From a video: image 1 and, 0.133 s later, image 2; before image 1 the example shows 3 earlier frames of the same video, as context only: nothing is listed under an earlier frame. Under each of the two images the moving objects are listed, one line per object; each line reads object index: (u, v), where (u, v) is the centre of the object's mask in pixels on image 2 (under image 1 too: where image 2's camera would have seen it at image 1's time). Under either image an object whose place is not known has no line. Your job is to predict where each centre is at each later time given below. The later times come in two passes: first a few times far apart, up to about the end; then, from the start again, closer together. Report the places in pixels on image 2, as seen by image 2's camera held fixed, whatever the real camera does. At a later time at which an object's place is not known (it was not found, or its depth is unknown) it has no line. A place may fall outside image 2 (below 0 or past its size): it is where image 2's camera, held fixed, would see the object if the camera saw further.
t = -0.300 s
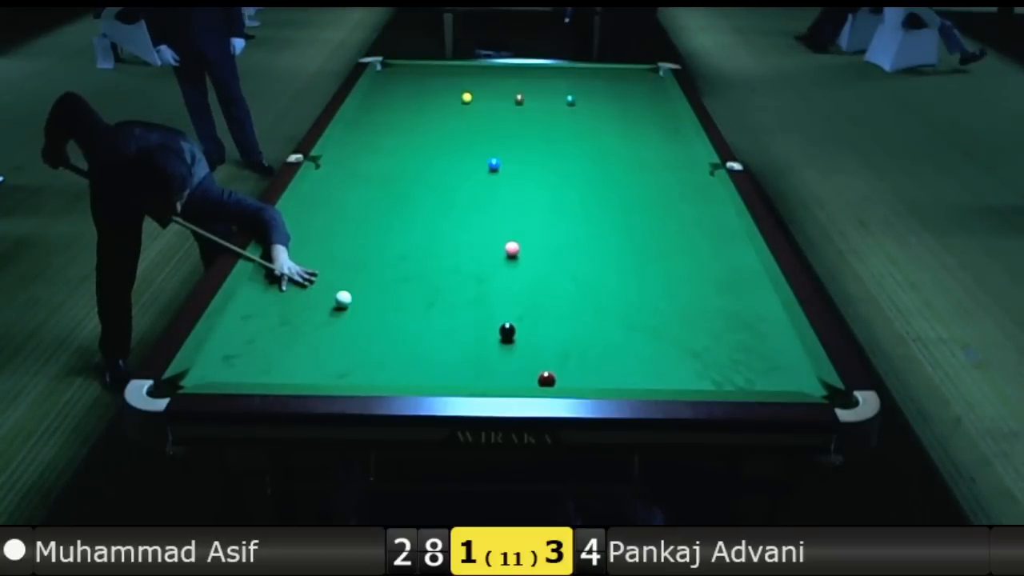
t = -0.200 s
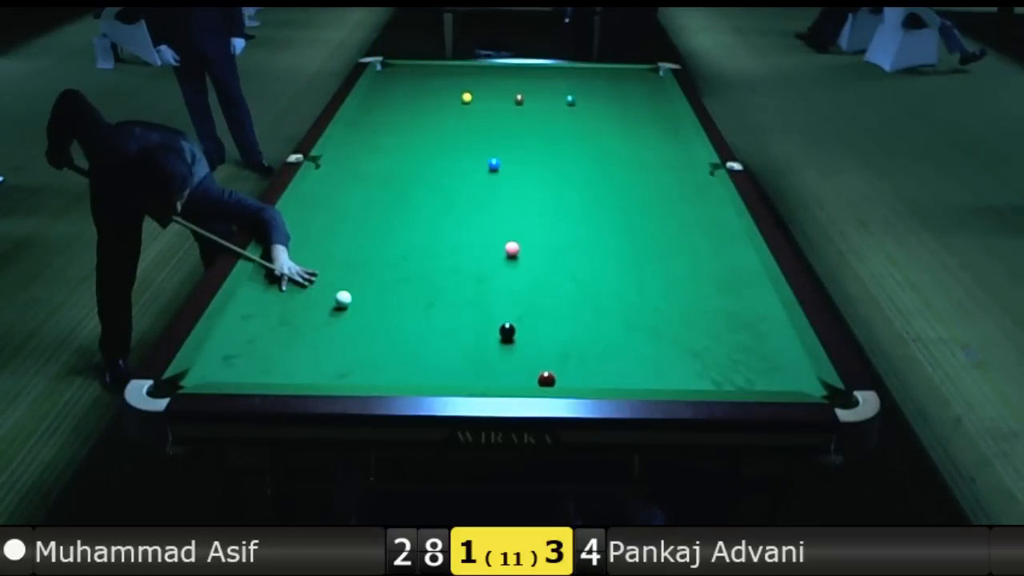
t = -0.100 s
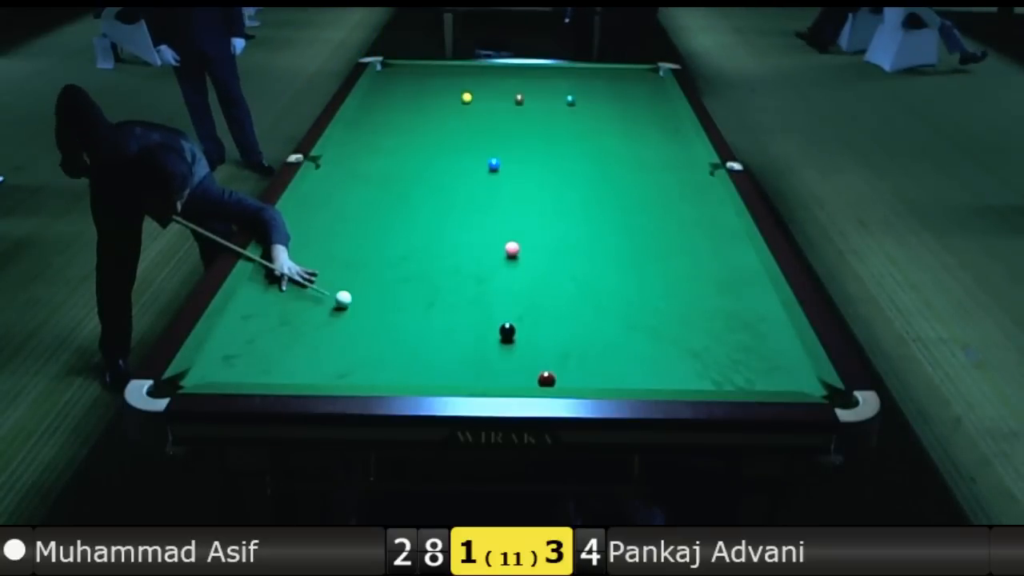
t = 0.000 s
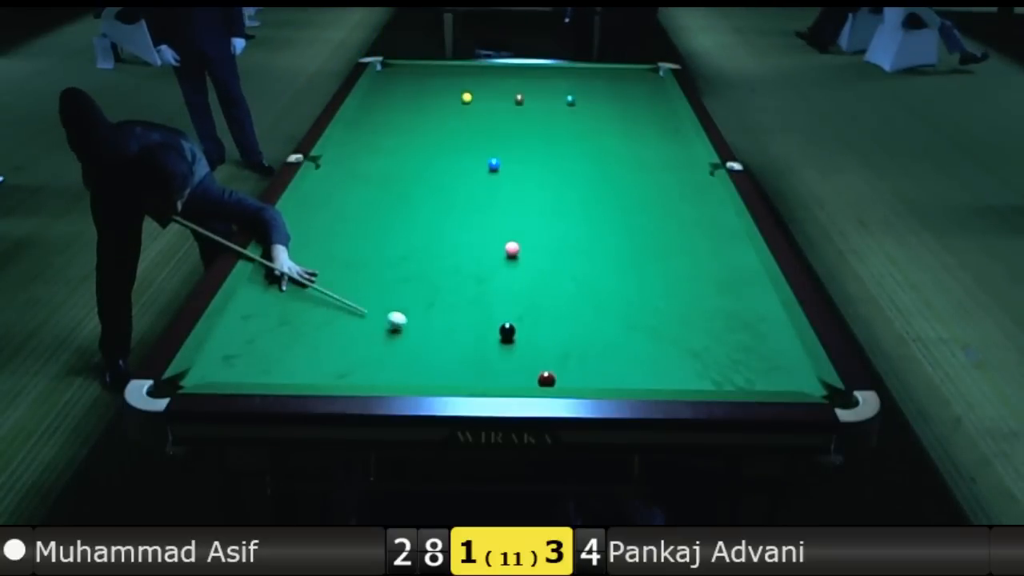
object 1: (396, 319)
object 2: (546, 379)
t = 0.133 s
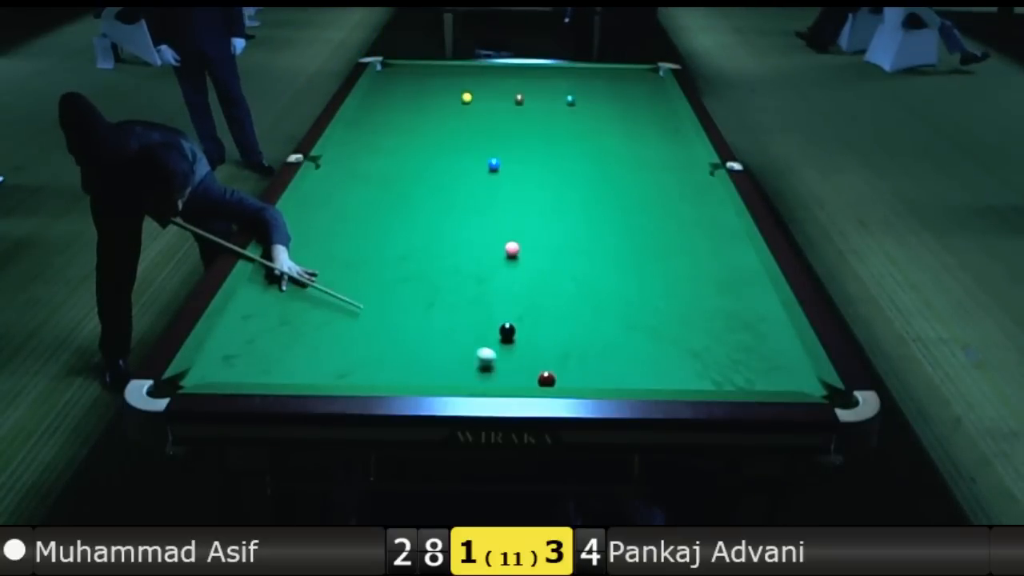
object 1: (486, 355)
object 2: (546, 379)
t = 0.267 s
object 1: (530, 374)
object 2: (580, 378)
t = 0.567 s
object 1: (531, 380)
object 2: (671, 341)
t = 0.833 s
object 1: (531, 378)
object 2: (734, 313)
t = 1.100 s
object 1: (531, 377)
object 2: (744, 288)
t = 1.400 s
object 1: (530, 377)
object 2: (688, 264)
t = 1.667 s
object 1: (530, 378)
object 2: (644, 244)
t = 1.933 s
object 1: (530, 378)
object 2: (605, 227)
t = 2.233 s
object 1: (530, 378)
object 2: (566, 210)
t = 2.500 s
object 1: (530, 378)
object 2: (534, 196)
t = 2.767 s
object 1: (530, 378)
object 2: (506, 184)
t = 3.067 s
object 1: (530, 378)
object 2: (477, 172)
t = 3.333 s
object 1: (530, 378)
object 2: (454, 161)
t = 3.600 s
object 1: (530, 377)
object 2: (433, 153)
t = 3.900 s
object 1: (530, 378)
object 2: (411, 143)
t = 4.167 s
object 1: (530, 378)
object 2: (394, 135)
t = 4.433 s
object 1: (530, 377)
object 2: (377, 129)
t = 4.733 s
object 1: (530, 377)
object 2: (361, 122)
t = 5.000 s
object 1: (530, 378)
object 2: (354, 116)
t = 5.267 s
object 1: (530, 378)
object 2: (365, 113)
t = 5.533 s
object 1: (530, 378)
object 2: (375, 110)
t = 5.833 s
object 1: (530, 377)
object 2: (385, 107)
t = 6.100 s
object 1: (530, 378)
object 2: (393, 104)
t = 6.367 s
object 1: (530, 378)
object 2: (401, 102)
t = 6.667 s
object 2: (409, 100)
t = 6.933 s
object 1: (530, 377)
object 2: (414, 98)
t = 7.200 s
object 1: (530, 377)
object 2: (419, 97)
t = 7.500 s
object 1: (530, 378)
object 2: (423, 95)
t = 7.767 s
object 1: (530, 378)
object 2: (427, 95)
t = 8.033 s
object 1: (530, 378)
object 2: (429, 94)
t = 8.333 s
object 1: (530, 378)
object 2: (431, 94)
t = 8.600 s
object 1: (530, 378)
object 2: (432, 94)
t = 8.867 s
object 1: (530, 378)
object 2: (432, 93)
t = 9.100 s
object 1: (530, 378)
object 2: (432, 93)
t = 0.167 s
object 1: (508, 365)
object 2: (546, 379)
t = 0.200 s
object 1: (529, 374)
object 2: (547, 379)
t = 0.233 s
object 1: (530, 374)
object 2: (566, 381)
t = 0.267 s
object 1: (530, 374)
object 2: (580, 378)
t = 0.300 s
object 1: (530, 375)
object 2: (593, 375)
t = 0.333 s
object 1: (530, 375)
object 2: (605, 370)
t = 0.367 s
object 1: (530, 376)
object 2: (615, 365)
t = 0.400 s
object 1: (530, 377)
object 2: (625, 360)
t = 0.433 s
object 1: (530, 378)
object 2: (635, 357)
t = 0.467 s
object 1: (530, 378)
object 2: (644, 353)
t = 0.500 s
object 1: (530, 379)
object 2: (653, 349)
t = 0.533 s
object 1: (530, 379)
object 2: (662, 345)
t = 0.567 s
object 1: (531, 380)
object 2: (671, 341)
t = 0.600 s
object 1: (531, 380)
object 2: (679, 338)
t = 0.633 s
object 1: (531, 380)
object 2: (687, 334)
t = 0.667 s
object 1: (531, 380)
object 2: (695, 330)
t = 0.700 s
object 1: (531, 379)
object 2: (704, 326)
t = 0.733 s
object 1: (531, 379)
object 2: (711, 323)
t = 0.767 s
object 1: (531, 379)
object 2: (719, 320)
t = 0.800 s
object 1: (531, 379)
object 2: (727, 316)
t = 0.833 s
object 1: (531, 378)
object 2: (734, 313)
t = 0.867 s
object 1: (531, 378)
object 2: (742, 310)
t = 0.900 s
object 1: (531, 378)
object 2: (749, 307)
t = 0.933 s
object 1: (531, 378)
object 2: (756, 304)
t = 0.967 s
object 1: (531, 378)
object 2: (763, 301)
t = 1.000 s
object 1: (531, 378)
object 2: (768, 297)
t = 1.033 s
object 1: (531, 378)
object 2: (759, 294)
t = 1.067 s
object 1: (531, 378)
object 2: (751, 291)
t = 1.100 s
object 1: (531, 377)
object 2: (744, 288)
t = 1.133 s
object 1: (530, 378)
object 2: (737, 285)
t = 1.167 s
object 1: (530, 377)
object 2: (731, 282)
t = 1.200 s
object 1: (530, 377)
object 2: (724, 280)
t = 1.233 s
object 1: (530, 377)
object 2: (718, 277)
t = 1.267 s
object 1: (530, 377)
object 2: (712, 274)
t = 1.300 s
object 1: (530, 377)
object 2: (706, 271)
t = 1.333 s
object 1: (530, 377)
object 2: (700, 269)
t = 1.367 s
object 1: (530, 377)
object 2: (694, 266)
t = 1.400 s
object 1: (530, 377)
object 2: (688, 264)
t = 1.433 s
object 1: (530, 377)
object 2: (682, 261)
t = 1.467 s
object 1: (530, 377)
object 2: (677, 258)
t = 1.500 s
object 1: (530, 377)
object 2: (671, 256)
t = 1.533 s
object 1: (530, 377)
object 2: (666, 254)
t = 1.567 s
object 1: (530, 377)
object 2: (660, 251)
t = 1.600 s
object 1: (530, 377)
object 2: (655, 249)
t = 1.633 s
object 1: (530, 377)
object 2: (649, 246)
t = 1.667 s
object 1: (530, 378)
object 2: (644, 244)
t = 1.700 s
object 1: (530, 378)
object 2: (639, 242)
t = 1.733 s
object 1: (530, 378)
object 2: (634, 239)
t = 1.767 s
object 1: (530, 378)
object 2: (629, 237)
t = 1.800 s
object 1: (530, 378)
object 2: (624, 235)
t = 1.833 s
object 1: (530, 378)
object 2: (619, 233)
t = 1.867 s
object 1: (530, 377)
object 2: (614, 231)
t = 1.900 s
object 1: (530, 378)
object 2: (610, 229)
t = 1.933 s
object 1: (530, 378)
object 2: (605, 227)
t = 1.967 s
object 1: (530, 377)
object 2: (601, 225)
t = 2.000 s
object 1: (530, 378)
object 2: (596, 223)
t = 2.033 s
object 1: (530, 378)
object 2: (591, 221)
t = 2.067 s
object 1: (530, 378)
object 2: (587, 219)
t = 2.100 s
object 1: (530, 378)
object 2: (583, 217)
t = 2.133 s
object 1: (530, 378)
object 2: (578, 215)
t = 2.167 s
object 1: (530, 378)
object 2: (574, 214)
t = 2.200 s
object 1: (530, 378)
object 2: (570, 212)
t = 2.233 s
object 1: (530, 378)
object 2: (566, 210)
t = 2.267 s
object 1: (530, 378)
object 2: (562, 208)
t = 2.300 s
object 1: (530, 378)
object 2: (558, 206)
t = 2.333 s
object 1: (530, 378)
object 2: (554, 204)
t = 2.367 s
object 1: (530, 378)
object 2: (550, 203)
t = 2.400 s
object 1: (530, 378)
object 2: (546, 201)
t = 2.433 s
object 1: (530, 378)
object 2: (542, 200)
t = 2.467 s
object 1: (530, 378)
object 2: (538, 198)
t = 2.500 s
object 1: (530, 378)
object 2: (534, 196)
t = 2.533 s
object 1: (530, 378)
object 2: (531, 195)
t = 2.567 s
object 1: (530, 378)
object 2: (527, 193)
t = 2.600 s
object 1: (530, 378)
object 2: (523, 192)
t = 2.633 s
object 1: (530, 378)
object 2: (520, 190)
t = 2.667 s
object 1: (530, 377)
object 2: (516, 188)
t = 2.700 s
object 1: (530, 378)
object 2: (513, 187)
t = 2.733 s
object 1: (530, 378)
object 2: (509, 186)
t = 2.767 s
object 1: (530, 378)
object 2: (506, 184)
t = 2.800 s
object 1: (530, 378)
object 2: (503, 182)
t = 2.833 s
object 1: (530, 378)
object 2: (499, 181)
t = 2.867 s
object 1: (530, 378)
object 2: (496, 180)
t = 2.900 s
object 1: (530, 378)
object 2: (492, 178)
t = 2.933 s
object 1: (530, 378)
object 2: (490, 177)
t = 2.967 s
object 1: (530, 378)
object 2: (486, 175)
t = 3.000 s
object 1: (530, 378)
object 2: (483, 174)
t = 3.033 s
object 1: (530, 378)
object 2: (480, 173)
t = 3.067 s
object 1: (530, 378)
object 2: (477, 172)
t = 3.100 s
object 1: (530, 378)
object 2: (474, 170)
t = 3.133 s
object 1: (530, 378)
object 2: (471, 169)
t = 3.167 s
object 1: (530, 378)
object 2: (468, 168)
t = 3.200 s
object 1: (530, 378)
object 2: (465, 166)
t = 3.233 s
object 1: (530, 378)
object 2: (462, 165)
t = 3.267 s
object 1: (530, 378)
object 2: (459, 164)
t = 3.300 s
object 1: (530, 377)
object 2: (456, 163)
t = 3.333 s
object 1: (530, 378)
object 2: (454, 161)
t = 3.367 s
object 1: (530, 378)
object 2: (451, 160)
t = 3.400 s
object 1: (530, 378)
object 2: (448, 159)
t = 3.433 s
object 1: (530, 377)
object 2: (446, 158)
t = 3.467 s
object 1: (530, 378)
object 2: (443, 157)
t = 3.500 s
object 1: (530, 378)
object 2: (441, 156)
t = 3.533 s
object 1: (530, 378)
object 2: (438, 155)
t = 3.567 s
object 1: (530, 378)
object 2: (435, 154)
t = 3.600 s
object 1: (530, 377)
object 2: (433, 153)
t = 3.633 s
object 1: (530, 378)
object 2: (430, 151)
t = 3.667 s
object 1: (530, 378)
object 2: (428, 150)
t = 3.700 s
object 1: (530, 378)
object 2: (425, 149)
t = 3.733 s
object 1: (530, 378)
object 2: (423, 148)
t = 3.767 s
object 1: (530, 378)
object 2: (420, 147)
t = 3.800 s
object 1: (530, 378)
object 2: (418, 146)
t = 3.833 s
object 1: (530, 378)
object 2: (416, 145)
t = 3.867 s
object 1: (530, 378)
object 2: (413, 144)
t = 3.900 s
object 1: (530, 378)
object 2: (411, 143)
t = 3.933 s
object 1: (530, 378)
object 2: (409, 142)
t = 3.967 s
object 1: (530, 378)
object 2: (406, 141)
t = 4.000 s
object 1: (530, 378)
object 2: (404, 140)
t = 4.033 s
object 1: (530, 378)
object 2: (402, 139)
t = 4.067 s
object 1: (530, 378)
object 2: (400, 138)
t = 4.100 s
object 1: (530, 377)
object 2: (398, 137)
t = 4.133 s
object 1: (530, 378)
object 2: (396, 136)
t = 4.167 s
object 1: (530, 378)
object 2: (394, 135)
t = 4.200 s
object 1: (530, 377)
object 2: (391, 135)
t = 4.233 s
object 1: (530, 378)
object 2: (389, 134)
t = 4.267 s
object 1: (530, 378)
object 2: (387, 133)
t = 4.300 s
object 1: (530, 377)
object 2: (385, 132)
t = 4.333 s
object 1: (530, 378)
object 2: (384, 131)
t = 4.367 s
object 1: (530, 378)
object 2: (381, 130)
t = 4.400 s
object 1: (530, 378)
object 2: (379, 129)
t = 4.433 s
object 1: (530, 377)
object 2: (377, 129)
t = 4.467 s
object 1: (530, 378)
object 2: (376, 128)
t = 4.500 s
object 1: (530, 378)
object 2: (374, 127)
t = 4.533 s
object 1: (530, 378)
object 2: (372, 126)
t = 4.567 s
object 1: (530, 378)
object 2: (370, 126)
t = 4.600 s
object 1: (530, 378)
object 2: (368, 125)
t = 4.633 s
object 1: (530, 377)
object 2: (366, 124)
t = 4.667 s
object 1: (530, 378)
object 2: (365, 123)
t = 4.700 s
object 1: (530, 378)
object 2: (363, 122)
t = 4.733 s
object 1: (530, 377)
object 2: (361, 122)
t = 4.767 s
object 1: (530, 377)
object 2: (360, 121)
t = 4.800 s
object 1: (530, 378)
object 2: (358, 120)
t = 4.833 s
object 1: (530, 377)
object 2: (356, 119)
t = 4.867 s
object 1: (530, 378)
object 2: (355, 118)
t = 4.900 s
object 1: (530, 378)
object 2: (353, 118)
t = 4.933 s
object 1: (530, 378)
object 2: (352, 117)
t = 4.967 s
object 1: (530, 378)
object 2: (352, 117)
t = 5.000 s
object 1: (530, 378)
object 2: (354, 116)
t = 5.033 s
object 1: (530, 377)
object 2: (355, 116)
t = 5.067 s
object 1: (530, 378)
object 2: (357, 115)
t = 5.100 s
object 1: (530, 378)
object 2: (358, 115)
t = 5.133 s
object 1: (530, 378)
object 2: (359, 115)
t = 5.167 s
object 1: (530, 378)
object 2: (361, 114)
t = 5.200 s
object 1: (530, 378)
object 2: (362, 114)
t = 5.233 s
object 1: (530, 378)
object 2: (364, 113)
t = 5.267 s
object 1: (530, 378)
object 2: (365, 113)
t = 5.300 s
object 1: (530, 377)
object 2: (366, 112)
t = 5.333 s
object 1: (530, 378)
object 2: (367, 112)
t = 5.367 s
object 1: (530, 378)
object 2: (369, 112)
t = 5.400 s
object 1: (530, 378)
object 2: (370, 111)
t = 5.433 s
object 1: (530, 378)
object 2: (371, 111)
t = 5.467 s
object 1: (530, 378)
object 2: (372, 111)
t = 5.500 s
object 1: (530, 378)
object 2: (374, 110)
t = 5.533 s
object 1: (530, 378)
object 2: (375, 110)
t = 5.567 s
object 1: (530, 377)
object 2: (376, 109)
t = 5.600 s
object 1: (530, 377)
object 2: (377, 109)
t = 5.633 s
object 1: (530, 378)
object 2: (379, 109)
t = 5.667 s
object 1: (530, 378)
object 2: (380, 109)
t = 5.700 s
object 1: (530, 378)
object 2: (381, 108)
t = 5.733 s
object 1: (530, 378)
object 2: (382, 108)
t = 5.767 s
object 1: (530, 378)
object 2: (383, 107)
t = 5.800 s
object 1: (530, 377)
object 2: (384, 107)
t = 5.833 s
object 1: (530, 377)
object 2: (385, 107)
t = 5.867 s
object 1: (530, 378)
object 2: (387, 106)
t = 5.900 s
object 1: (530, 377)
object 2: (388, 106)
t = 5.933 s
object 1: (530, 378)
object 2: (389, 105)
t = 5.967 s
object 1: (530, 378)
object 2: (390, 105)
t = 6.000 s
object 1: (530, 378)
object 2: (391, 105)
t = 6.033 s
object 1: (530, 378)
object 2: (392, 105)
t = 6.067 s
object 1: (530, 378)
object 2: (392, 104)
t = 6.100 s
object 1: (530, 378)
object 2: (393, 104)
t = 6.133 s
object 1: (530, 378)
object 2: (395, 104)
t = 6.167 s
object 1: (530, 378)
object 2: (396, 104)
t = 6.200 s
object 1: (530, 377)
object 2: (397, 103)
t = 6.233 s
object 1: (530, 377)
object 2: (397, 103)
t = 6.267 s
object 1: (530, 378)
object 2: (398, 103)
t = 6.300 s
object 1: (530, 377)
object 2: (399, 103)
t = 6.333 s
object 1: (530, 378)
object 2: (400, 103)
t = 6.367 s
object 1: (530, 378)
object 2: (401, 102)
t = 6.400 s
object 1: (530, 378)
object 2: (402, 102)
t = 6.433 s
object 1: (530, 377)
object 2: (403, 102)
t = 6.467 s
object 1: (530, 378)
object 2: (404, 101)
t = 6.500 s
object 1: (530, 378)
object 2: (405, 101)
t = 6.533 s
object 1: (535, 378)
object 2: (405, 101)
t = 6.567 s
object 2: (406, 100)
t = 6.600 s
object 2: (407, 100)
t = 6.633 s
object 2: (408, 100)
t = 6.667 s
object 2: (409, 100)
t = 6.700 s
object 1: (527, 377)
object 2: (409, 99)
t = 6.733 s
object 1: (530, 377)
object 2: (410, 99)
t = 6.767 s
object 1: (530, 377)
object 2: (411, 99)
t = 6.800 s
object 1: (530, 377)
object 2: (411, 99)
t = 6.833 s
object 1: (530, 377)
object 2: (412, 99)
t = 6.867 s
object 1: (530, 377)
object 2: (413, 99)
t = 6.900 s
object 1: (530, 377)
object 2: (414, 98)
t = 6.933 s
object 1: (530, 377)
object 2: (414, 98)
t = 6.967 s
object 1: (530, 377)
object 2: (415, 98)
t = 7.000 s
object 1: (530, 377)
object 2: (415, 98)
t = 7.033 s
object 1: (530, 377)
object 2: (416, 97)
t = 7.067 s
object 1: (530, 377)
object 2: (417, 97)
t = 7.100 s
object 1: (530, 377)
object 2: (417, 97)
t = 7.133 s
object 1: (530, 377)
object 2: (418, 97)
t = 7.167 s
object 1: (530, 377)
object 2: (419, 97)
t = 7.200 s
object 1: (530, 377)
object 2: (419, 97)
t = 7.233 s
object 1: (530, 377)
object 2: (420, 97)
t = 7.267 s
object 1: (530, 377)
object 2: (420, 96)
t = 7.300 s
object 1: (530, 377)
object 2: (421, 96)
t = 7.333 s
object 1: (530, 377)
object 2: (421, 96)
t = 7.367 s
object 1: (530, 378)
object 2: (422, 96)
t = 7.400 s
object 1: (530, 378)
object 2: (422, 96)
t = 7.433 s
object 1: (530, 378)
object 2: (423, 96)
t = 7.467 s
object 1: (530, 378)
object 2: (423, 96)
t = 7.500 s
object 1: (530, 378)
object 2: (423, 95)
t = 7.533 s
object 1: (530, 378)
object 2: (424, 95)
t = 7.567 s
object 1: (530, 378)
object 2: (424, 95)
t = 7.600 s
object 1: (530, 377)
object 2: (425, 95)
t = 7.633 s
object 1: (530, 378)
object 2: (425, 95)
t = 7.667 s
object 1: (530, 378)
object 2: (425, 95)
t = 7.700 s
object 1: (530, 377)
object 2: (426, 95)
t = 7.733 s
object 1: (530, 378)
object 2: (426, 95)
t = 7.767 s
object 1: (530, 378)
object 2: (427, 95)
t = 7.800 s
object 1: (530, 378)
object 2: (427, 95)
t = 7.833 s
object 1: (530, 378)
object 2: (427, 95)
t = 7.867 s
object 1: (530, 378)
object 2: (428, 94)
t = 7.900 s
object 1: (530, 378)
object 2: (428, 94)
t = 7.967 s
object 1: (530, 378)
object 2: (428, 94)
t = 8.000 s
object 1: (530, 378)
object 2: (429, 94)
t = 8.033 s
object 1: (530, 378)
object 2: (429, 94)
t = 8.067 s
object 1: (530, 378)
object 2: (429, 94)
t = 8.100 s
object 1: (530, 378)
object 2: (429, 94)
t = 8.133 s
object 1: (530, 378)
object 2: (430, 94)
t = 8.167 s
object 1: (530, 378)
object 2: (430, 94)
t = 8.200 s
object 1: (530, 378)
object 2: (430, 94)
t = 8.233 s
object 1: (530, 378)
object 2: (430, 94)
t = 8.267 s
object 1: (530, 378)
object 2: (431, 94)
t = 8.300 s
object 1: (530, 378)
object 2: (431, 94)
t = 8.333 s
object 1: (530, 378)
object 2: (431, 94)
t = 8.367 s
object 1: (530, 378)
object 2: (431, 94)
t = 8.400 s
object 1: (530, 378)
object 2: (431, 94)
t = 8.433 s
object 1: (530, 378)
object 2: (431, 94)
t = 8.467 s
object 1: (530, 378)
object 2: (431, 94)
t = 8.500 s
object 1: (530, 378)
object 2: (431, 94)
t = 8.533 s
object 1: (530, 378)
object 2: (431, 94)
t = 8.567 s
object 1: (530, 377)
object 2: (431, 94)
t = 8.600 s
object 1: (530, 378)
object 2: (432, 94)
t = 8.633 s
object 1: (530, 378)
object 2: (432, 94)
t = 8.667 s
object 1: (530, 377)
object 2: (432, 94)
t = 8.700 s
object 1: (530, 378)
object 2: (432, 93)
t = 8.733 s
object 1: (530, 378)
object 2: (432, 94)
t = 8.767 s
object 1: (530, 378)
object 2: (432, 93)
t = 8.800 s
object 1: (530, 377)
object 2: (432, 93)
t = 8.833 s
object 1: (530, 378)
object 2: (432, 93)
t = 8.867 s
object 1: (530, 378)
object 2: (432, 93)
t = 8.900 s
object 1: (530, 378)
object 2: (432, 93)
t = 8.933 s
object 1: (530, 378)
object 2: (432, 93)
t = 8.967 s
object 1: (530, 378)
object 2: (432, 93)
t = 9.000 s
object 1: (530, 378)
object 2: (432, 93)
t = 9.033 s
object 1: (530, 378)
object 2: (432, 93)
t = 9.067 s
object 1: (530, 378)
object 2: (432, 93)
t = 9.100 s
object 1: (530, 378)
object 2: (432, 93)
